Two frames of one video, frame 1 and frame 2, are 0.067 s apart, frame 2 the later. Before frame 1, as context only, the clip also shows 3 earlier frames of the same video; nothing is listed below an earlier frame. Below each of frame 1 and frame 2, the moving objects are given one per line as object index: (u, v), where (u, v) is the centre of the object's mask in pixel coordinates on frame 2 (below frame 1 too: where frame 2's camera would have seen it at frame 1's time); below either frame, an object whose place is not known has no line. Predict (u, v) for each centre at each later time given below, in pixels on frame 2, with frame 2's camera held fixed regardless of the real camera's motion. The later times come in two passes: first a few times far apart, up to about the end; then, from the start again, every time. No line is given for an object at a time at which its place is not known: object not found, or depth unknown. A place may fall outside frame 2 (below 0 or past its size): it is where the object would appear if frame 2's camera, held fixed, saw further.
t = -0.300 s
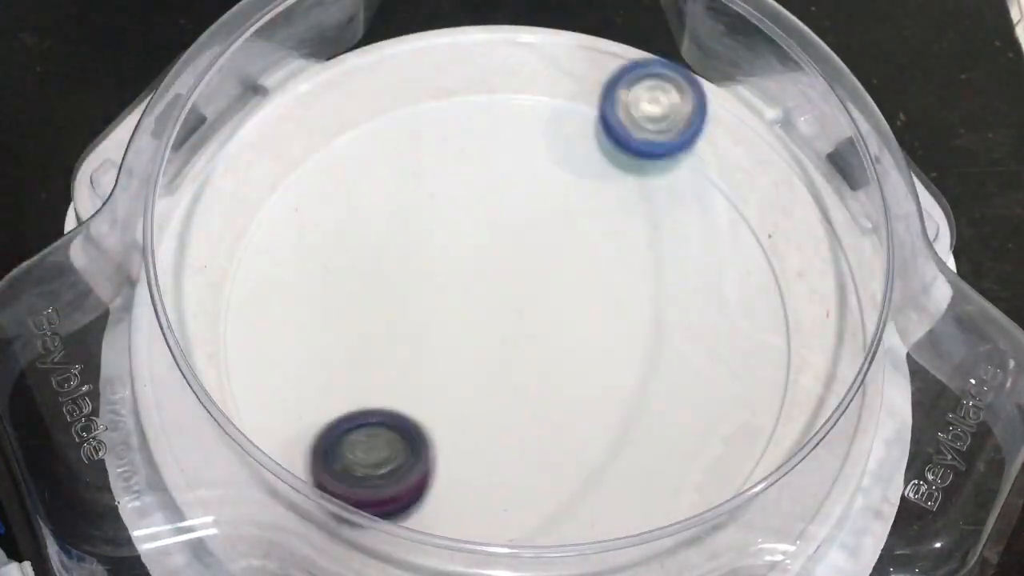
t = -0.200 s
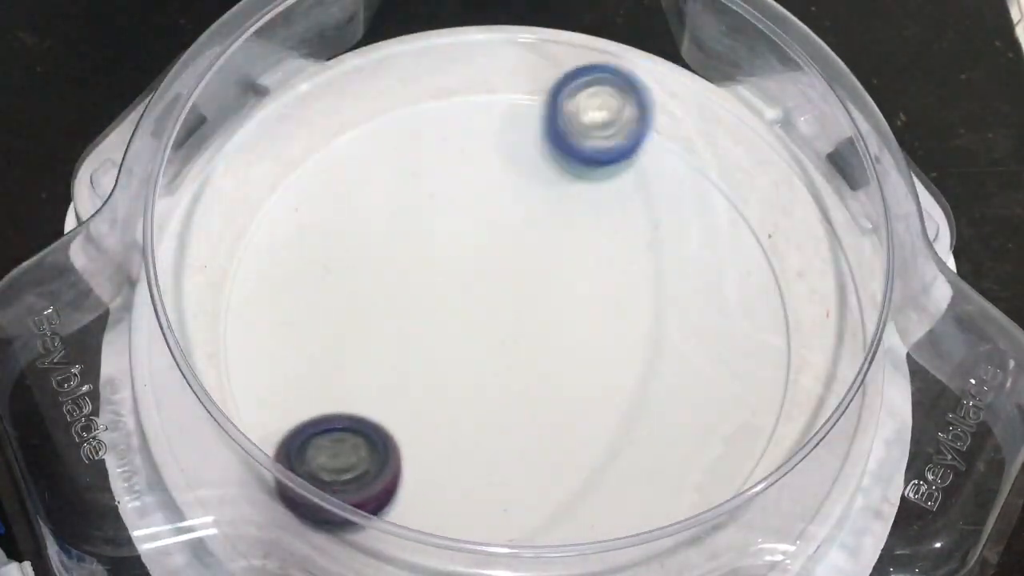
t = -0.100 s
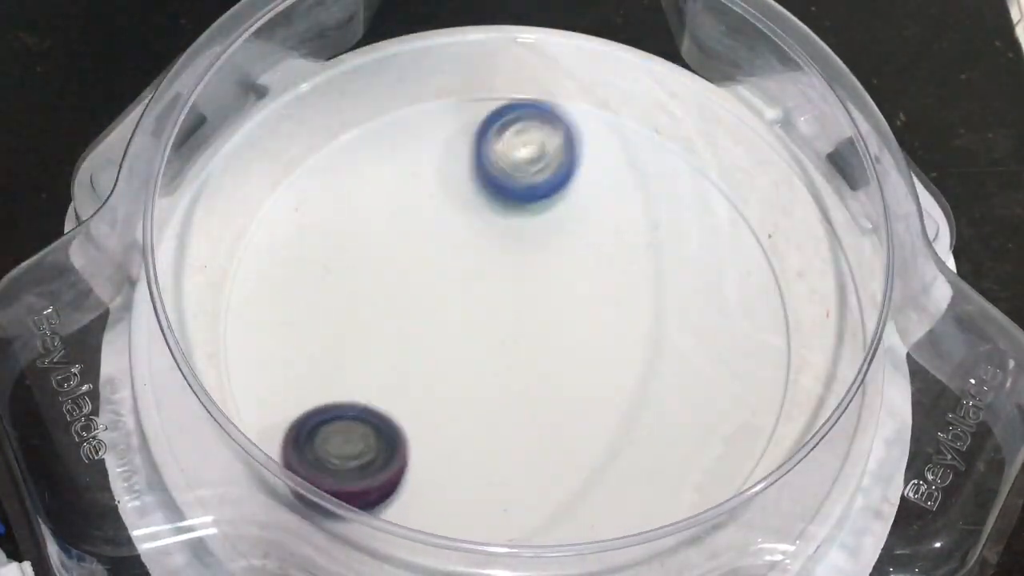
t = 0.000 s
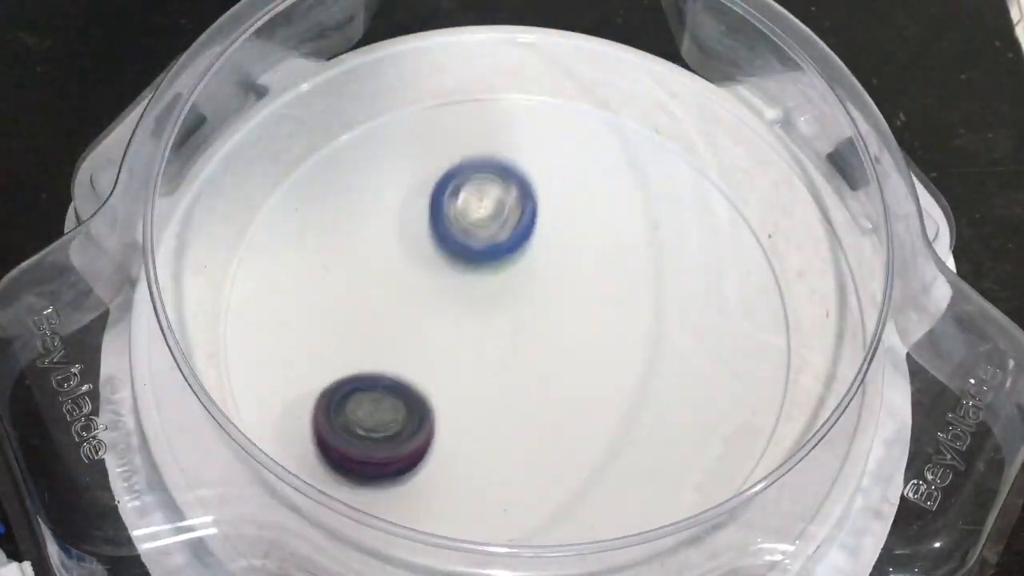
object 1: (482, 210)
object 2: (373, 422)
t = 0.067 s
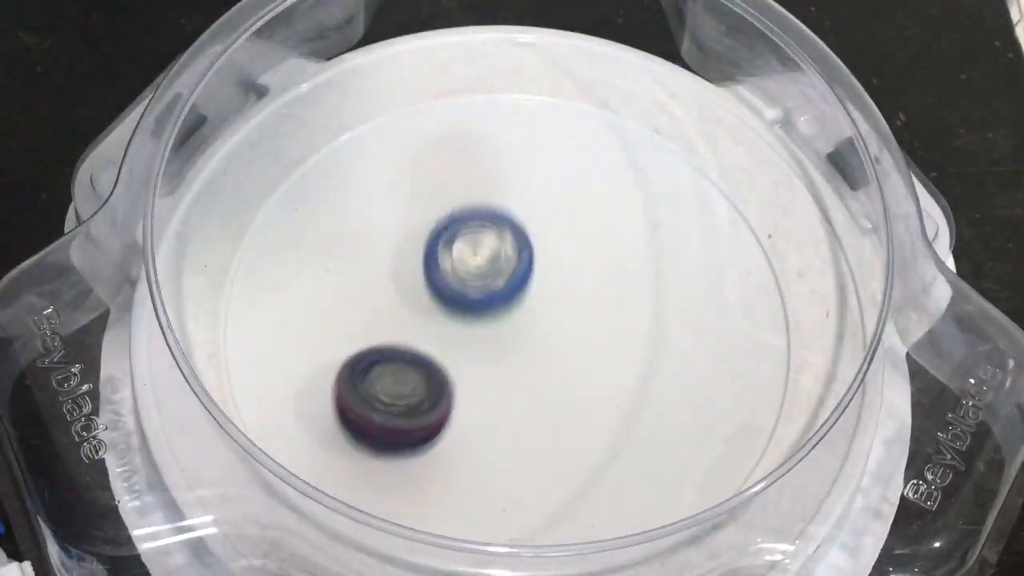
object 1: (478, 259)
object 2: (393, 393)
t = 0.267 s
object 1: (616, 328)
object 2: (341, 336)
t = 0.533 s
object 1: (706, 260)
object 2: (300, 292)
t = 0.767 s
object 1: (596, 264)
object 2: (363, 256)
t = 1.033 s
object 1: (538, 389)
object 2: (466, 202)
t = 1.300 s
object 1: (590, 425)
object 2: (518, 183)
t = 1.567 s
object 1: (548, 358)
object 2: (564, 202)
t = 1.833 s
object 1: (433, 342)
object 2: (615, 231)
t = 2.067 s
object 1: (425, 359)
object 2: (637, 252)
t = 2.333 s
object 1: (463, 342)
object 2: (618, 300)
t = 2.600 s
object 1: (458, 258)
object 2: (595, 402)
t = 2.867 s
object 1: (448, 246)
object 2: (636, 414)
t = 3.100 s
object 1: (473, 274)
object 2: (545, 359)
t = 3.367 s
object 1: (434, 179)
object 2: (523, 463)
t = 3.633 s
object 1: (452, 217)
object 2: (500, 402)
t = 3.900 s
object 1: (526, 279)
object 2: (382, 328)
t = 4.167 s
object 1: (597, 344)
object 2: (330, 347)
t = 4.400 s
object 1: (627, 376)
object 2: (427, 324)
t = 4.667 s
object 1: (606, 393)
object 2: (503, 216)
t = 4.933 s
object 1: (534, 388)
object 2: (495, 176)
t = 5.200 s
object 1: (457, 356)
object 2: (530, 262)
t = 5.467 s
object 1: (403, 318)
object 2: (632, 322)
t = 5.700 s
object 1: (399, 283)
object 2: (647, 323)
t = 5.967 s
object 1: (439, 251)
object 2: (552, 350)
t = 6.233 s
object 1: (499, 241)
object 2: (476, 405)
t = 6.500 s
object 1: (558, 259)
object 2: (458, 393)
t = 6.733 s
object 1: (598, 293)
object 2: (444, 334)
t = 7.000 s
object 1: (607, 335)
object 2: (432, 273)
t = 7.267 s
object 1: (569, 372)
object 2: (458, 243)
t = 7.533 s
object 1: (509, 388)
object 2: (512, 254)
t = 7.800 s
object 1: (449, 368)
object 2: (572, 278)
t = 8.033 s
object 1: (417, 333)
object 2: (597, 304)
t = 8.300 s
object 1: (424, 289)
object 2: (569, 339)
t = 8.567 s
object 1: (467, 254)
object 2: (521, 375)
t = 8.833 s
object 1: (524, 246)
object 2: (480, 375)
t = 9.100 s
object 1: (573, 272)
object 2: (452, 336)
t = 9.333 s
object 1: (598, 309)
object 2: (446, 296)
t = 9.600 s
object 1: (584, 353)
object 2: (471, 266)
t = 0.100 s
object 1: (482, 284)
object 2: (402, 376)
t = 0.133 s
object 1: (499, 304)
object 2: (402, 363)
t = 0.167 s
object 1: (533, 313)
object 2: (385, 357)
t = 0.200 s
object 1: (563, 320)
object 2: (368, 351)
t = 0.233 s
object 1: (590, 326)
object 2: (354, 344)
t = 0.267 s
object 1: (616, 328)
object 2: (341, 336)
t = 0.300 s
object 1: (636, 328)
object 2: (329, 331)
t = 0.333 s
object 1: (657, 325)
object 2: (319, 324)
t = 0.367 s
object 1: (675, 318)
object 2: (311, 318)
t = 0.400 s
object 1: (691, 309)
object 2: (304, 312)
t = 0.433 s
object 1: (703, 299)
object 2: (300, 306)
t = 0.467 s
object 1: (710, 286)
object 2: (298, 302)
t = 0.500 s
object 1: (712, 272)
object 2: (298, 297)
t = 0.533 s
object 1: (706, 260)
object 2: (300, 292)
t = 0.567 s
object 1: (694, 251)
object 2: (304, 287)
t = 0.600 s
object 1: (679, 244)
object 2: (310, 283)
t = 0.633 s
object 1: (661, 243)
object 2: (318, 278)
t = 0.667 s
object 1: (644, 245)
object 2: (328, 273)
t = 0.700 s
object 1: (627, 249)
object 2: (338, 268)
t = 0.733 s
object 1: (611, 256)
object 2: (350, 262)
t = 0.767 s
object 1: (596, 264)
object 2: (363, 256)
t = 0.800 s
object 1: (582, 276)
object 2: (375, 250)
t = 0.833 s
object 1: (571, 290)
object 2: (389, 243)
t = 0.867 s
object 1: (561, 306)
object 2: (403, 237)
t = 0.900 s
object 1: (554, 323)
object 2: (417, 230)
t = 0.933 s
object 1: (548, 340)
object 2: (430, 223)
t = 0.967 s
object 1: (542, 357)
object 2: (443, 216)
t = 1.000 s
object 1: (539, 374)
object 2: (455, 209)
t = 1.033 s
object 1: (538, 389)
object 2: (466, 202)
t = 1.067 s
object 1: (539, 403)
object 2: (477, 196)
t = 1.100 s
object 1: (542, 414)
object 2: (485, 191)
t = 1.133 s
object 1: (548, 424)
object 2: (492, 186)
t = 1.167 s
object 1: (556, 429)
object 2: (498, 184)
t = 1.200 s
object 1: (566, 430)
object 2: (503, 183)
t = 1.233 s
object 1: (577, 431)
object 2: (507, 183)
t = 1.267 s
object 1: (585, 429)
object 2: (513, 183)
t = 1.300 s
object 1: (590, 425)
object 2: (518, 183)
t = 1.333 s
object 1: (592, 419)
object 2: (523, 184)
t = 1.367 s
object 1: (591, 412)
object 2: (528, 185)
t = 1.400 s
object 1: (587, 403)
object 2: (534, 188)
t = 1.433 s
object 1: (582, 394)
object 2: (539, 190)
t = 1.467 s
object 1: (575, 384)
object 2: (545, 193)
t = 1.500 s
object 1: (566, 374)
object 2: (552, 195)
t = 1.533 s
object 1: (557, 366)
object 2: (558, 199)
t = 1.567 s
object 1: (548, 358)
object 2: (564, 202)
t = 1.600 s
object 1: (539, 354)
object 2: (570, 205)
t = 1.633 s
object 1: (528, 350)
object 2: (578, 209)
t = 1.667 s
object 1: (512, 344)
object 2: (585, 213)
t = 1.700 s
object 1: (495, 340)
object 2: (592, 217)
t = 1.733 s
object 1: (477, 338)
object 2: (598, 221)
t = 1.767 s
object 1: (460, 337)
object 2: (604, 224)
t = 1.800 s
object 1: (445, 338)
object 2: (610, 228)
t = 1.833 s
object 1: (433, 342)
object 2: (615, 231)
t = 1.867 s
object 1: (426, 348)
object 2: (619, 233)
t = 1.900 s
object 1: (422, 351)
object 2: (623, 236)
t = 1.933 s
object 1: (420, 354)
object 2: (626, 239)
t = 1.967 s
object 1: (420, 355)
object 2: (628, 243)
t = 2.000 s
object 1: (420, 356)
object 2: (631, 245)
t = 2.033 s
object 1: (422, 358)
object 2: (634, 249)
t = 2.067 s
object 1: (425, 359)
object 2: (637, 252)
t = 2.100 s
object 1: (428, 359)
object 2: (640, 257)
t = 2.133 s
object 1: (432, 359)
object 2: (644, 260)
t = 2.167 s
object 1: (437, 358)
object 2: (645, 265)
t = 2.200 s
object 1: (443, 357)
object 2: (643, 270)
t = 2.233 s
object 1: (449, 354)
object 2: (640, 276)
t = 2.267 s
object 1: (454, 351)
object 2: (634, 284)
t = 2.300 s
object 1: (459, 346)
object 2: (627, 292)
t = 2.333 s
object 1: (463, 342)
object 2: (618, 300)
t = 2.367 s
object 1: (465, 337)
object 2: (607, 308)
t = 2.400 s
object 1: (466, 332)
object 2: (597, 316)
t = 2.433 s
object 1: (466, 324)
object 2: (586, 327)
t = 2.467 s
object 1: (464, 309)
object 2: (583, 344)
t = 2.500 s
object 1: (461, 294)
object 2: (585, 360)
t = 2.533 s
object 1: (460, 280)
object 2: (587, 376)
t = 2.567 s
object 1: (460, 266)
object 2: (590, 389)
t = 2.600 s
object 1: (458, 258)
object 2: (595, 402)
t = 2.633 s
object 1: (453, 249)
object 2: (600, 414)
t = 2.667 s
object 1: (449, 244)
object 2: (607, 423)
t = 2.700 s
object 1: (446, 241)
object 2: (616, 429)
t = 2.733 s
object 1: (446, 240)
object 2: (625, 432)
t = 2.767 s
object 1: (446, 239)
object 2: (634, 431)
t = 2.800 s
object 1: (446, 240)
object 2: (640, 427)
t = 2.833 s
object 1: (447, 243)
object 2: (640, 421)
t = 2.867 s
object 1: (448, 246)
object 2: (636, 414)
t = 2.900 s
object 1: (451, 250)
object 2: (630, 406)
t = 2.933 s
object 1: (454, 253)
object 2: (621, 397)
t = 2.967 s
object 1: (457, 257)
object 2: (609, 387)
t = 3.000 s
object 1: (461, 261)
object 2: (596, 378)
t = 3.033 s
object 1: (465, 266)
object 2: (582, 369)
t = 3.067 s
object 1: (470, 270)
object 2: (565, 362)
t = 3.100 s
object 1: (473, 274)
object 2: (545, 359)
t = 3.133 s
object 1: (463, 244)
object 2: (540, 385)
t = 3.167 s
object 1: (454, 217)
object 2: (532, 408)
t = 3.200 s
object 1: (448, 199)
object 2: (526, 425)
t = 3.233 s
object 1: (444, 188)
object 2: (522, 438)
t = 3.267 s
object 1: (440, 182)
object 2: (520, 448)
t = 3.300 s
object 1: (438, 180)
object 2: (520, 455)
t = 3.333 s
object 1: (435, 179)
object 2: (522, 460)
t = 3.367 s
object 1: (434, 179)
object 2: (523, 463)
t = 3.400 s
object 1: (433, 181)
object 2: (524, 462)
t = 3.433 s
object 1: (433, 184)
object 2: (524, 459)
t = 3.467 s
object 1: (434, 187)
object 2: (523, 453)
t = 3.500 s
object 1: (436, 192)
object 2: (522, 445)
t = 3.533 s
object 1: (439, 197)
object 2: (519, 435)
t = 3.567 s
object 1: (443, 203)
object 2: (514, 425)
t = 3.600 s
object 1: (447, 210)
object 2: (508, 413)
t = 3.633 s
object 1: (452, 217)
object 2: (500, 402)
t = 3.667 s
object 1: (459, 224)
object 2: (489, 390)
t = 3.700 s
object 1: (465, 232)
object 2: (477, 377)
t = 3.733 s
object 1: (473, 239)
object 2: (465, 365)
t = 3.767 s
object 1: (481, 246)
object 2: (451, 353)
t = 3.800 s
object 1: (489, 254)
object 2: (438, 342)
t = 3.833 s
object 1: (502, 262)
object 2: (418, 334)
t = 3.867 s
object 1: (515, 269)
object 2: (398, 330)
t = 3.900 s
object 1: (526, 279)
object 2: (382, 328)
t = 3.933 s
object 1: (535, 289)
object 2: (367, 326)
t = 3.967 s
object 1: (545, 298)
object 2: (353, 327)
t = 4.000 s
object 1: (554, 307)
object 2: (341, 328)
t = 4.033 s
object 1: (563, 316)
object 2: (332, 331)
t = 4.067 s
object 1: (572, 323)
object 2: (325, 335)
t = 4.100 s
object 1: (581, 330)
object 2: (323, 340)
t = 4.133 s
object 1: (589, 337)
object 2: (325, 344)
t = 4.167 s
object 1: (597, 344)
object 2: (330, 347)
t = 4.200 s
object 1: (604, 349)
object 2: (339, 350)
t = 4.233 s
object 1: (610, 355)
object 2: (352, 351)
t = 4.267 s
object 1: (615, 360)
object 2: (365, 350)
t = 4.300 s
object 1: (619, 364)
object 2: (380, 348)
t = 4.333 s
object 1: (623, 369)
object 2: (396, 342)
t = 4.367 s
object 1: (625, 373)
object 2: (411, 334)
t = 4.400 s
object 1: (627, 376)
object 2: (427, 324)
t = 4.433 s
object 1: (629, 380)
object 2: (441, 313)
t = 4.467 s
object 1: (629, 382)
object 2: (455, 300)
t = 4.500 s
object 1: (628, 385)
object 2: (467, 287)
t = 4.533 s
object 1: (626, 387)
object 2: (477, 272)
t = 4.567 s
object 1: (623, 389)
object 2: (487, 257)
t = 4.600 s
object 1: (619, 391)
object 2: (494, 243)
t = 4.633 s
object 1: (613, 392)
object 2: (500, 229)
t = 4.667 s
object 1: (606, 393)
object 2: (503, 216)
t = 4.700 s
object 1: (598, 395)
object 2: (506, 205)
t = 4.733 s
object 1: (590, 395)
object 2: (506, 194)
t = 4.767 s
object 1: (582, 396)
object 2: (506, 185)
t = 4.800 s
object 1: (573, 395)
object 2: (504, 178)
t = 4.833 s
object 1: (563, 394)
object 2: (501, 173)
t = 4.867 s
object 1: (553, 392)
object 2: (499, 171)
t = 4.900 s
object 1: (544, 389)
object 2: (497, 172)
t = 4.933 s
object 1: (534, 388)
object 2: (495, 176)
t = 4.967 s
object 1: (524, 386)
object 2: (494, 182)
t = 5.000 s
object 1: (514, 383)
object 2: (494, 191)
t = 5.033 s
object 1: (505, 378)
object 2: (494, 201)
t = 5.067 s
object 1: (495, 375)
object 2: (498, 212)
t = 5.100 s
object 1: (485, 371)
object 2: (502, 224)
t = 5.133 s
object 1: (476, 367)
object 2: (510, 236)
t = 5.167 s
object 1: (466, 362)
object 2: (518, 249)
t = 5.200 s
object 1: (457, 356)
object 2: (530, 262)
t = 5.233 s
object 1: (448, 351)
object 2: (541, 275)
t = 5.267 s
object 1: (439, 346)
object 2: (554, 287)
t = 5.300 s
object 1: (432, 341)
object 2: (567, 296)
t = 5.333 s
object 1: (424, 337)
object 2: (582, 304)
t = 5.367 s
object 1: (418, 332)
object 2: (595, 312)
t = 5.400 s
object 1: (412, 328)
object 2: (609, 317)
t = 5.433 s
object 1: (407, 323)
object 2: (620, 320)
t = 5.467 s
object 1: (403, 318)
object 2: (632, 322)
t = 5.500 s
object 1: (400, 313)
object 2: (641, 324)
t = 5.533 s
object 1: (398, 308)
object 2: (648, 324)
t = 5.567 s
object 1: (397, 303)
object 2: (653, 324)
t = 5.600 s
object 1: (396, 298)
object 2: (655, 323)
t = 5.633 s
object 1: (396, 293)
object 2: (655, 323)
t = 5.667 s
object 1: (397, 288)
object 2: (652, 323)
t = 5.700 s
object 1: (399, 283)
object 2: (647, 323)
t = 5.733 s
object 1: (401, 278)
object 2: (639, 323)
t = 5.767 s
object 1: (405, 274)
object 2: (629, 324)
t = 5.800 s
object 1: (409, 269)
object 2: (618, 326)
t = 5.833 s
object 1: (414, 265)
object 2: (606, 329)
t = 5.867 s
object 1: (420, 261)
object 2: (594, 332)
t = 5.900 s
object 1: (426, 257)
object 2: (579, 337)
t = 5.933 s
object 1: (432, 254)
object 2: (566, 343)
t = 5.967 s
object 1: (439, 251)
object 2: (552, 350)
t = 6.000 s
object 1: (446, 248)
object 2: (538, 356)
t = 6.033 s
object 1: (453, 245)
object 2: (526, 364)
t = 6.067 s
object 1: (461, 243)
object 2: (513, 372)
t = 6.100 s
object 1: (468, 241)
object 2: (503, 379)
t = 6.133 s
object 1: (476, 240)
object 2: (494, 387)
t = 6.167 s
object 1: (484, 239)
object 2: (487, 394)
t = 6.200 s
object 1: (491, 240)
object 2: (481, 400)
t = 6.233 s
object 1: (499, 241)
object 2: (476, 405)
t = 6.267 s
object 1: (507, 242)
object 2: (472, 409)
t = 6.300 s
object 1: (515, 242)
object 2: (468, 411)
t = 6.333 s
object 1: (523, 244)
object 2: (465, 412)
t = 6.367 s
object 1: (530, 246)
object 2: (463, 411)
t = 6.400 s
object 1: (537, 249)
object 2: (461, 409)
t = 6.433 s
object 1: (544, 252)
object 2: (460, 405)
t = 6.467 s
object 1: (551, 256)
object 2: (459, 399)
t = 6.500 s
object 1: (558, 259)
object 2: (458, 393)
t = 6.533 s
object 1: (565, 264)
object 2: (457, 385)
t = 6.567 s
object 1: (571, 268)
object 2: (456, 377)
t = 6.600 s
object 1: (577, 273)
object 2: (454, 368)
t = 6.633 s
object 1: (583, 278)
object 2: (452, 360)
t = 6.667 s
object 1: (589, 283)
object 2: (449, 351)
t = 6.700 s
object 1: (594, 287)
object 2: (446, 342)
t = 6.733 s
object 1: (598, 293)
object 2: (444, 334)
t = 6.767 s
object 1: (602, 297)
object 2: (441, 325)
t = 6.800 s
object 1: (605, 303)
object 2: (440, 315)
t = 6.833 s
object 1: (607, 308)
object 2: (437, 308)
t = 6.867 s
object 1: (609, 313)
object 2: (435, 300)
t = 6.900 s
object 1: (609, 319)
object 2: (433, 293)
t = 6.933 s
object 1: (609, 324)
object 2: (432, 286)
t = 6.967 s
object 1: (608, 329)
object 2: (432, 279)
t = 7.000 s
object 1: (607, 335)
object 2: (432, 273)
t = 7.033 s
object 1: (604, 339)
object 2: (433, 268)
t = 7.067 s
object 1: (601, 345)
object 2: (435, 263)
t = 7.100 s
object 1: (597, 350)
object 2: (437, 258)
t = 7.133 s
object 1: (593, 355)
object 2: (441, 254)
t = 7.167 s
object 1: (588, 360)
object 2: (444, 251)
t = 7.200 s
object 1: (582, 364)
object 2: (448, 248)
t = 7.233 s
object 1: (576, 368)
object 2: (453, 245)
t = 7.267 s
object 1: (569, 372)
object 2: (458, 243)
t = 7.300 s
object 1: (562, 376)
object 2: (464, 241)
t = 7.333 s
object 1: (555, 379)
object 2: (470, 242)
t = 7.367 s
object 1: (548, 382)
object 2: (476, 243)
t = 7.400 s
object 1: (540, 384)
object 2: (482, 244)
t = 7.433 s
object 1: (532, 386)
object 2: (489, 246)
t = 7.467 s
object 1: (524, 387)
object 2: (496, 248)
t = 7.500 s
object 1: (517, 387)
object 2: (504, 251)
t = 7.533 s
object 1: (509, 388)
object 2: (512, 254)
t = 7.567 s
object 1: (501, 387)
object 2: (519, 257)
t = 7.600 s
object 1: (493, 386)
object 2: (527, 260)
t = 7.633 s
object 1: (485, 385)
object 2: (535, 263)
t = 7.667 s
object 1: (478, 382)
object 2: (543, 266)
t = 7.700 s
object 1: (470, 380)
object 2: (551, 268)
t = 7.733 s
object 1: (463, 376)
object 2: (559, 271)
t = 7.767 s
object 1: (456, 372)
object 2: (566, 273)
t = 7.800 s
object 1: (449, 368)
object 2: (572, 278)
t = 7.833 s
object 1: (442, 364)
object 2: (578, 281)
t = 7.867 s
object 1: (437, 359)
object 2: (584, 285)
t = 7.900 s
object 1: (432, 354)
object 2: (589, 288)
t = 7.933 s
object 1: (427, 349)
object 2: (592, 292)
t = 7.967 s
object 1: (423, 344)
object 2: (595, 296)
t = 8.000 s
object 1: (420, 338)
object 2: (597, 300)
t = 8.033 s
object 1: (417, 333)
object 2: (597, 304)
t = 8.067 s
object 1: (415, 327)
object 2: (596, 308)
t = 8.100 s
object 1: (415, 322)
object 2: (595, 311)
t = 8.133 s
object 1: (414, 316)
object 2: (592, 316)
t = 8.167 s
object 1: (415, 310)
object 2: (589, 320)
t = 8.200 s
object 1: (416, 305)
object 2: (585, 324)
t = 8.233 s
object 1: (418, 299)
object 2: (580, 329)
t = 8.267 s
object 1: (421, 294)
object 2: (575, 334)
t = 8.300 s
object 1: (424, 289)
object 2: (569, 339)
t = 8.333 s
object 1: (428, 284)
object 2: (563, 344)
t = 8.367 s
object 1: (432, 279)
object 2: (557, 349)
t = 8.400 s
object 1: (437, 274)
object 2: (551, 354)
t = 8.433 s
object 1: (442, 270)
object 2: (545, 359)
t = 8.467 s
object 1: (448, 265)
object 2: (539, 364)
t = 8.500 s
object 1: (455, 261)
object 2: (532, 368)
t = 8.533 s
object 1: (461, 257)
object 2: (526, 371)
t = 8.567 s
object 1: (467, 254)
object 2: (521, 375)
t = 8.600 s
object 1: (474, 251)
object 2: (514, 377)
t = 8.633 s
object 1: (481, 249)
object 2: (509, 379)
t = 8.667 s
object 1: (487, 248)
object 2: (503, 381)
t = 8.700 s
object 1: (495, 246)
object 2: (498, 381)
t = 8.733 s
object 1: (502, 246)
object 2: (493, 381)
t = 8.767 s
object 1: (509, 245)
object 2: (488, 380)
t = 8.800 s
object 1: (516, 245)
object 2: (484, 378)
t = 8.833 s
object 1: (524, 246)
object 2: (480, 375)
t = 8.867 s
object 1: (531, 247)
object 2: (475, 372)
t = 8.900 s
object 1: (537, 249)
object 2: (472, 368)
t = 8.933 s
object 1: (544, 252)
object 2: (468, 363)
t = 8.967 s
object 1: (550, 255)
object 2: (464, 359)
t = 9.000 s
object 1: (556, 258)
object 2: (460, 353)
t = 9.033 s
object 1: (562, 262)
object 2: (457, 348)
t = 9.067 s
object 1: (568, 267)
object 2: (455, 342)
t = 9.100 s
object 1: (573, 272)
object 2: (452, 336)
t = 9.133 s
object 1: (578, 277)
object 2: (449, 330)
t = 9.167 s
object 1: (583, 282)
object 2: (448, 324)
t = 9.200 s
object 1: (588, 287)
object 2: (447, 318)
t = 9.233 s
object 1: (591, 292)
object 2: (445, 312)
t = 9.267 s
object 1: (594, 297)
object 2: (444, 307)
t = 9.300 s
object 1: (596, 303)
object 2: (445, 301)
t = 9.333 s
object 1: (598, 309)
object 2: (446, 296)
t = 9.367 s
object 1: (598, 314)
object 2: (447, 292)
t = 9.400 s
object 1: (599, 320)
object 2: (449, 287)
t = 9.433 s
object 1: (598, 326)
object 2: (451, 282)
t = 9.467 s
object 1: (597, 331)
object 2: (455, 278)
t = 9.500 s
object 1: (595, 337)
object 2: (458, 275)
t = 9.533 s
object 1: (592, 343)
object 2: (462, 272)
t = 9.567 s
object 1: (588, 349)
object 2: (466, 268)
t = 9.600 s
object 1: (584, 353)
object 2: (471, 266)
